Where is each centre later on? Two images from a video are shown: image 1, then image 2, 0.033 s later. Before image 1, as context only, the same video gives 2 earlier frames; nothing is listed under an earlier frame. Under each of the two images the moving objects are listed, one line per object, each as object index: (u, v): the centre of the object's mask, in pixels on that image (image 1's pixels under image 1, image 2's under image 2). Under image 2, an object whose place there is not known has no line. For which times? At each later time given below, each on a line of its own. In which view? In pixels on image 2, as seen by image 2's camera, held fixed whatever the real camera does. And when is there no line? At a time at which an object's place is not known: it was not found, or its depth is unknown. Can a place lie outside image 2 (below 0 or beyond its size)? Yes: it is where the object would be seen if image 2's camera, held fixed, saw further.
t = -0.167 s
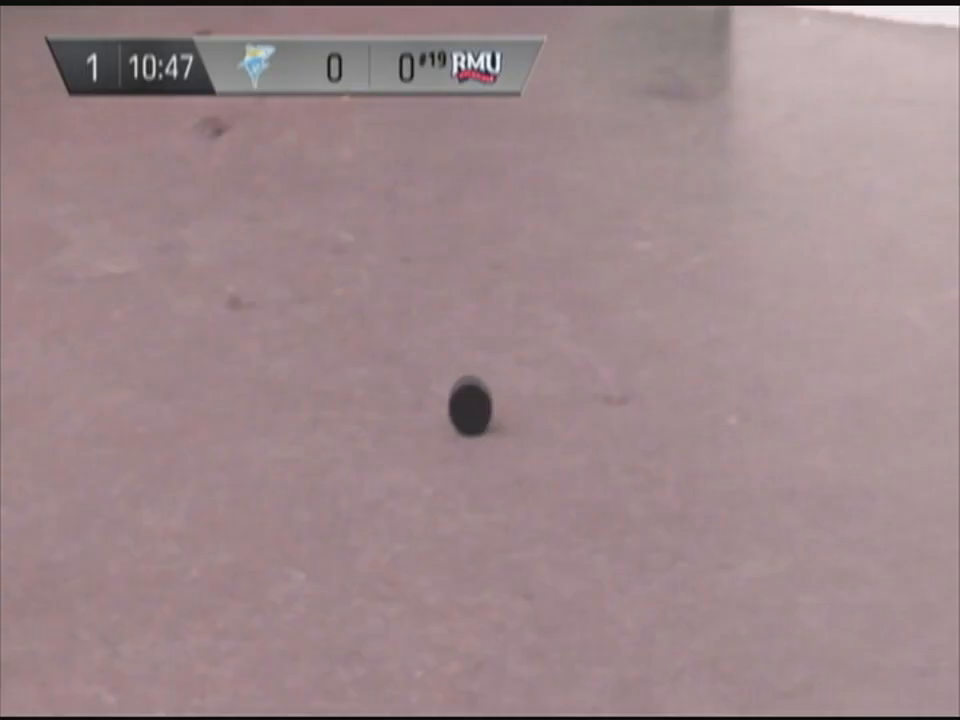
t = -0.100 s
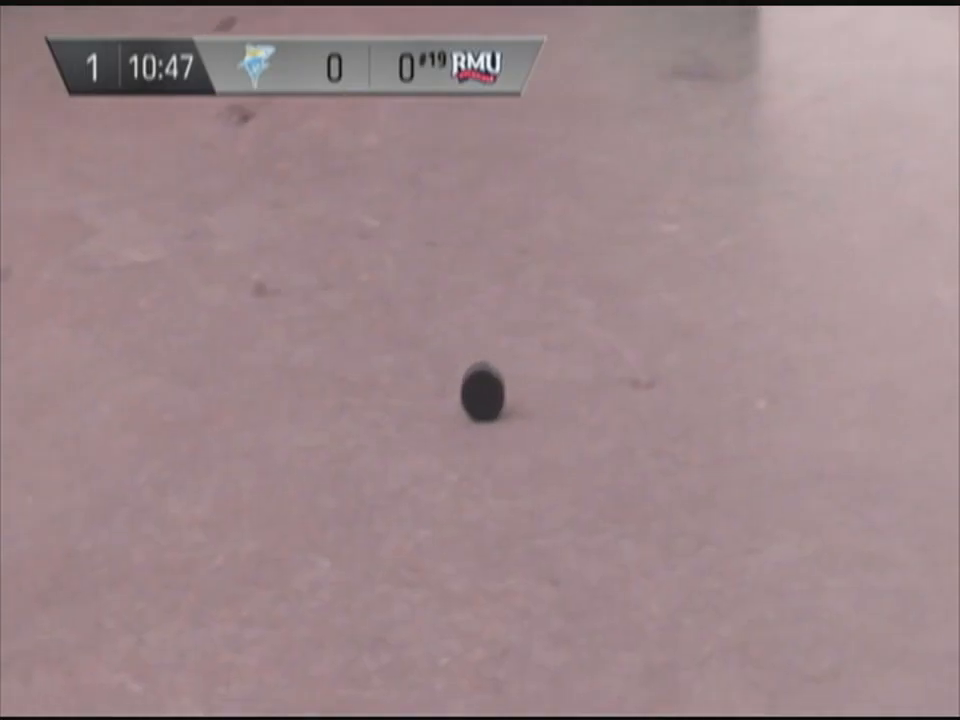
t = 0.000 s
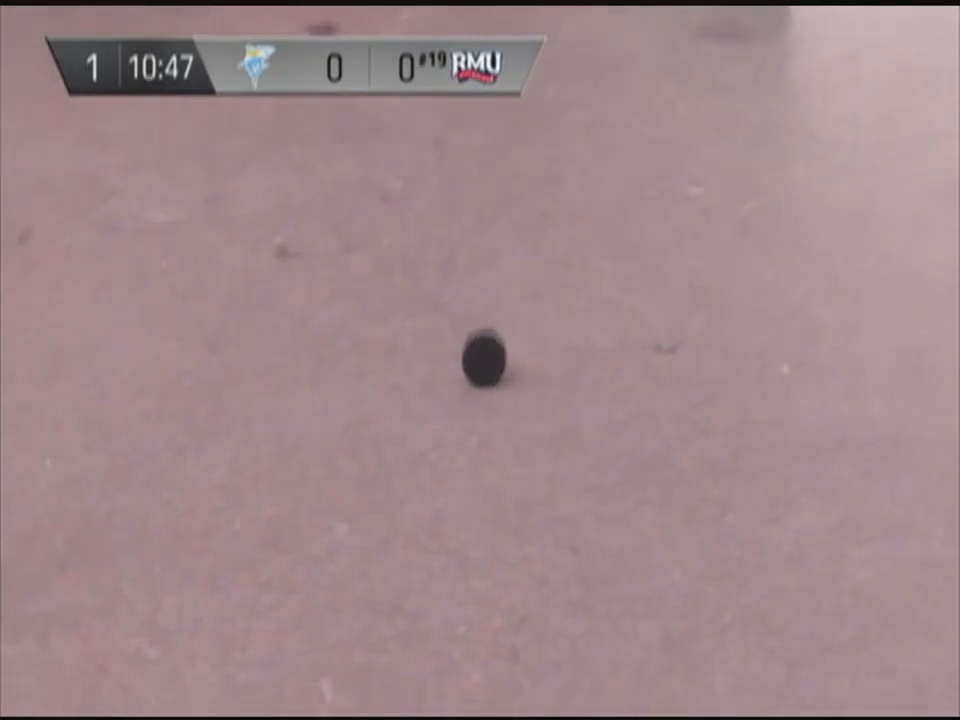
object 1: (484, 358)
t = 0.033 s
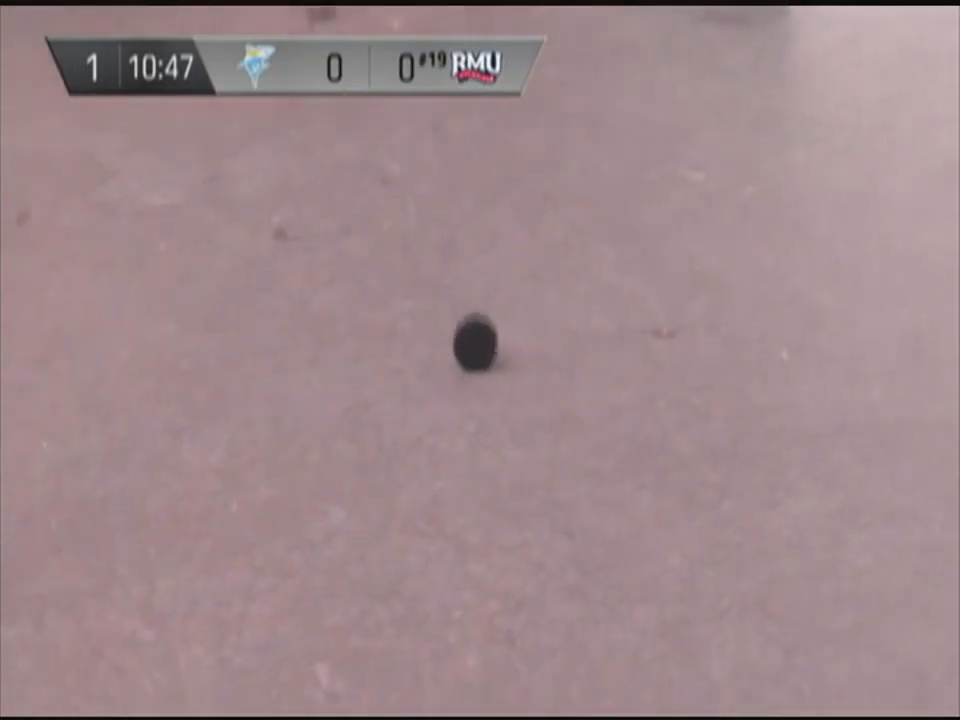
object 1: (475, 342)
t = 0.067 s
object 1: (469, 341)
